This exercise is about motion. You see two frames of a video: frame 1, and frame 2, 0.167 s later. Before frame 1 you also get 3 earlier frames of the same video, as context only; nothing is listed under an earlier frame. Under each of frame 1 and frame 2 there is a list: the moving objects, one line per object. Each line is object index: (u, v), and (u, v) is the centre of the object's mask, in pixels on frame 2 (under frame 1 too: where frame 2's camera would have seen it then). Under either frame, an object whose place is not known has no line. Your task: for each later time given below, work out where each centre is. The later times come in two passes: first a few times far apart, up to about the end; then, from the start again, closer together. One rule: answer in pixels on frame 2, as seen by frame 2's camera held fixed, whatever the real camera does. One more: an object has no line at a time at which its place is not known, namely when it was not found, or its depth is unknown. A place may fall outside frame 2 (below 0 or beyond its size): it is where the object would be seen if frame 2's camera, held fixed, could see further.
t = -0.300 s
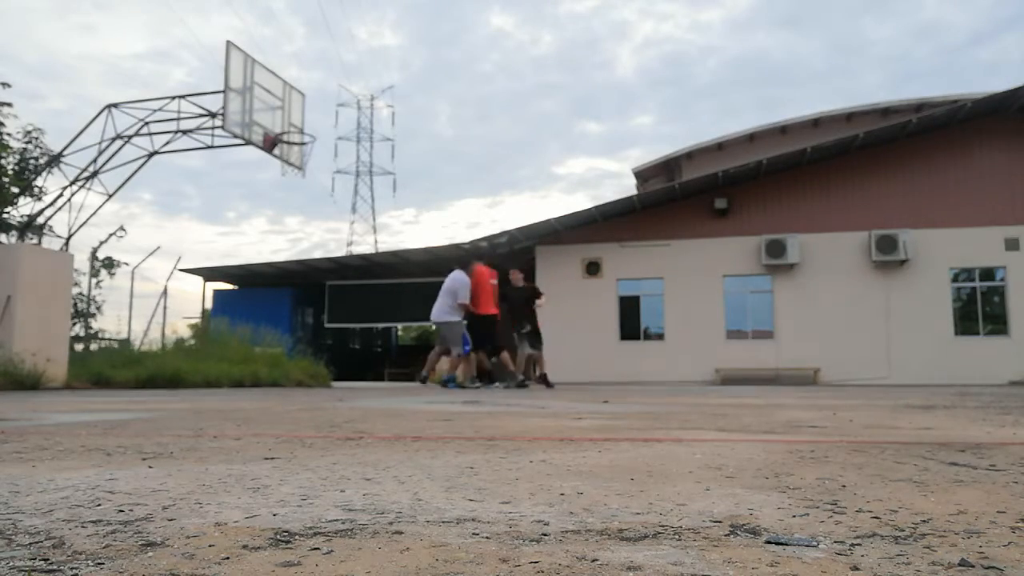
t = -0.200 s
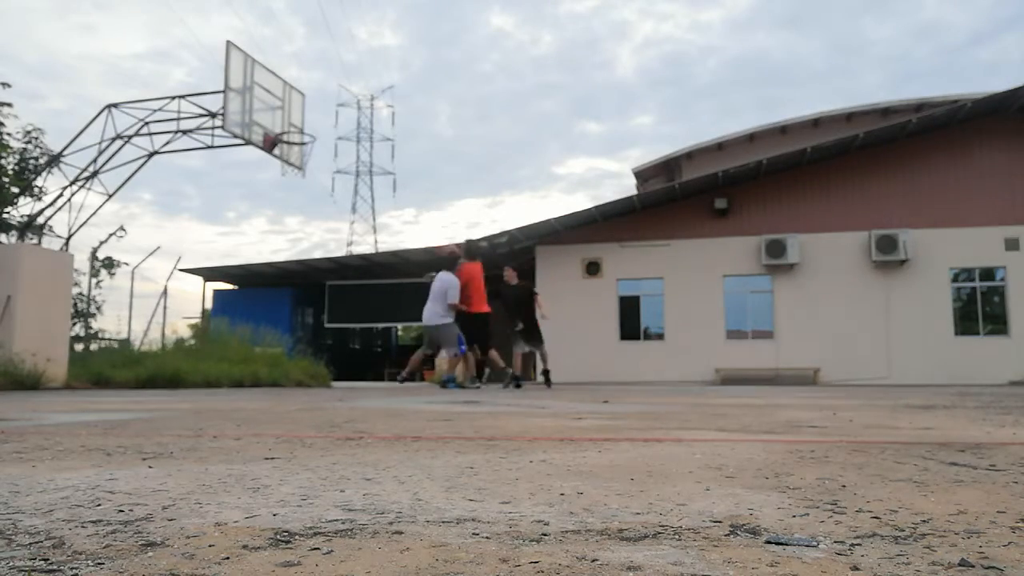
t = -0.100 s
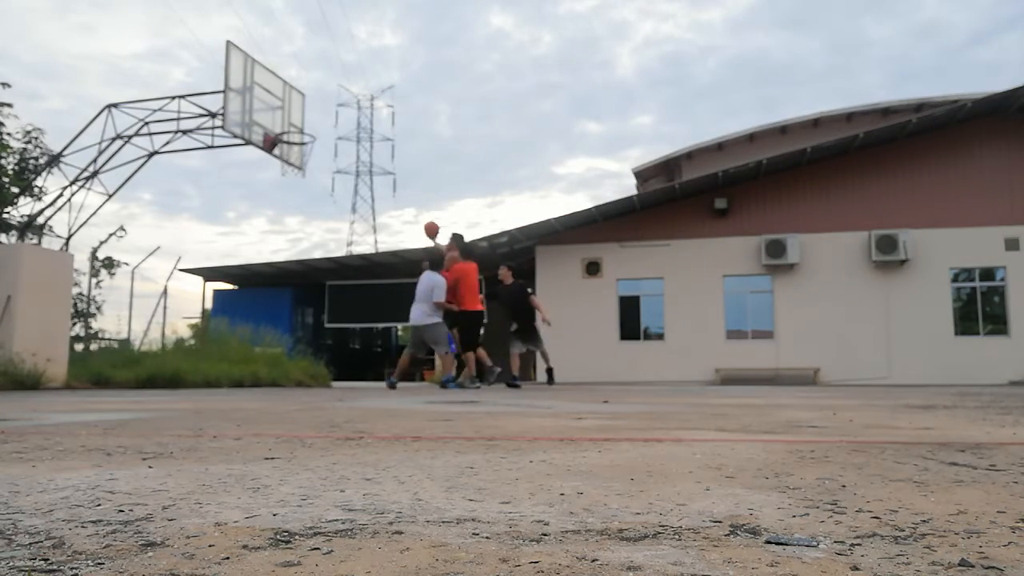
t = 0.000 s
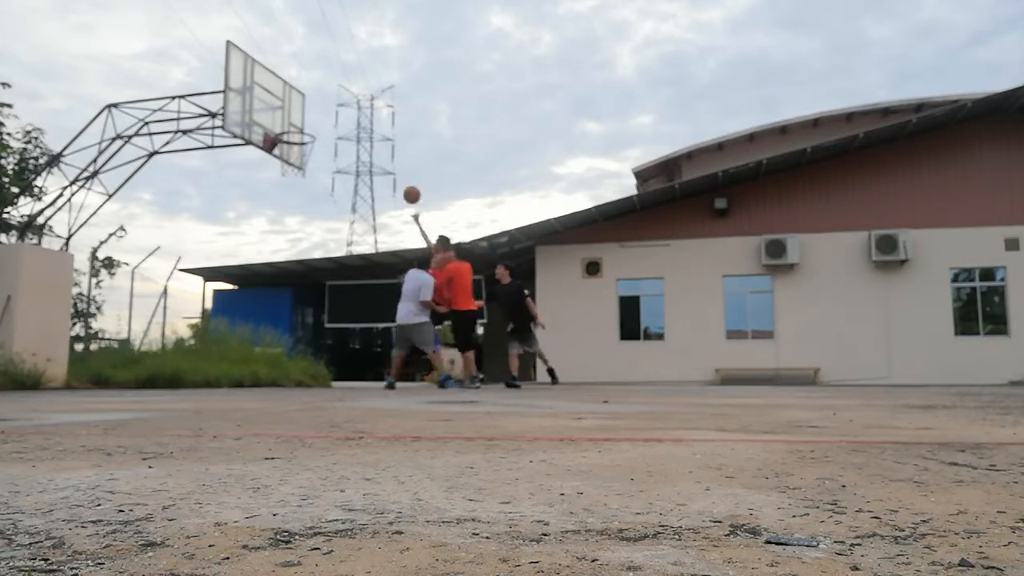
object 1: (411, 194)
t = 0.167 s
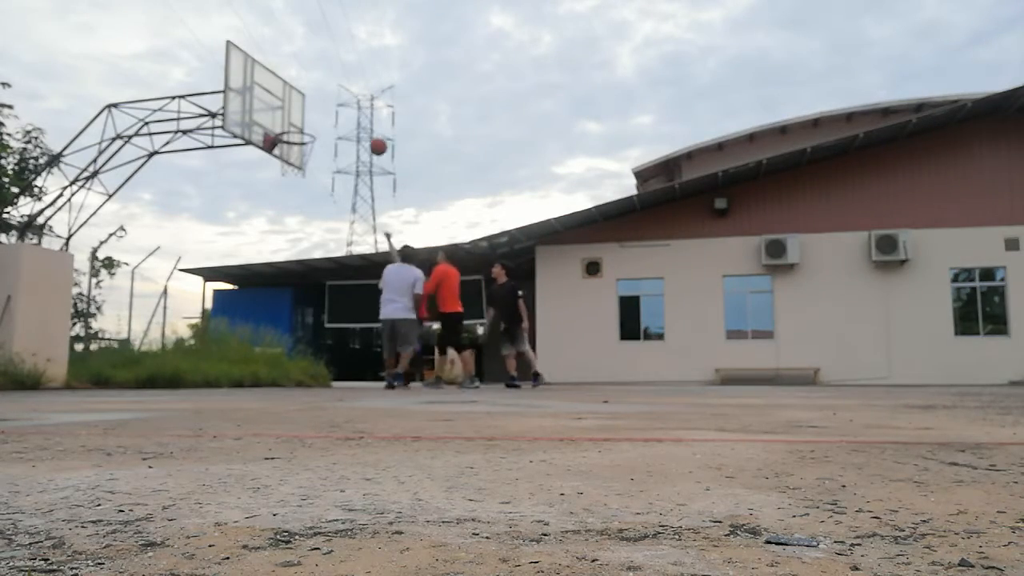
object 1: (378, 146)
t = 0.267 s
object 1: (357, 126)
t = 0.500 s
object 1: (306, 108)
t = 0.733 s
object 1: (261, 127)
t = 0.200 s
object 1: (371, 138)
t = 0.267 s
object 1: (357, 126)
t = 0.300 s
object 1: (350, 122)
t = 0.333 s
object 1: (343, 116)
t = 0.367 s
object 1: (336, 114)
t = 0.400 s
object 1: (329, 111)
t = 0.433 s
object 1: (321, 109)
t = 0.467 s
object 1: (314, 108)
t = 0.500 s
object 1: (306, 108)
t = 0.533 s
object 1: (299, 109)
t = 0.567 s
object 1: (291, 111)
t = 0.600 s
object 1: (284, 113)
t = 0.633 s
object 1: (276, 116)
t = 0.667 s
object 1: (267, 120)
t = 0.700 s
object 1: (260, 125)
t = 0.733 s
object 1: (261, 127)
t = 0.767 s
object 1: (262, 131)
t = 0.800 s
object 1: (263, 136)
